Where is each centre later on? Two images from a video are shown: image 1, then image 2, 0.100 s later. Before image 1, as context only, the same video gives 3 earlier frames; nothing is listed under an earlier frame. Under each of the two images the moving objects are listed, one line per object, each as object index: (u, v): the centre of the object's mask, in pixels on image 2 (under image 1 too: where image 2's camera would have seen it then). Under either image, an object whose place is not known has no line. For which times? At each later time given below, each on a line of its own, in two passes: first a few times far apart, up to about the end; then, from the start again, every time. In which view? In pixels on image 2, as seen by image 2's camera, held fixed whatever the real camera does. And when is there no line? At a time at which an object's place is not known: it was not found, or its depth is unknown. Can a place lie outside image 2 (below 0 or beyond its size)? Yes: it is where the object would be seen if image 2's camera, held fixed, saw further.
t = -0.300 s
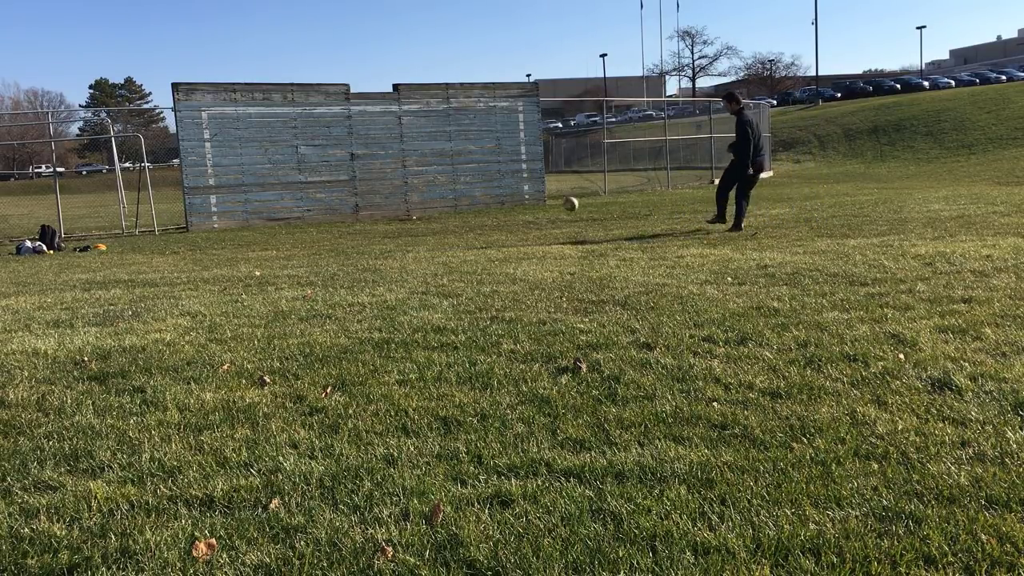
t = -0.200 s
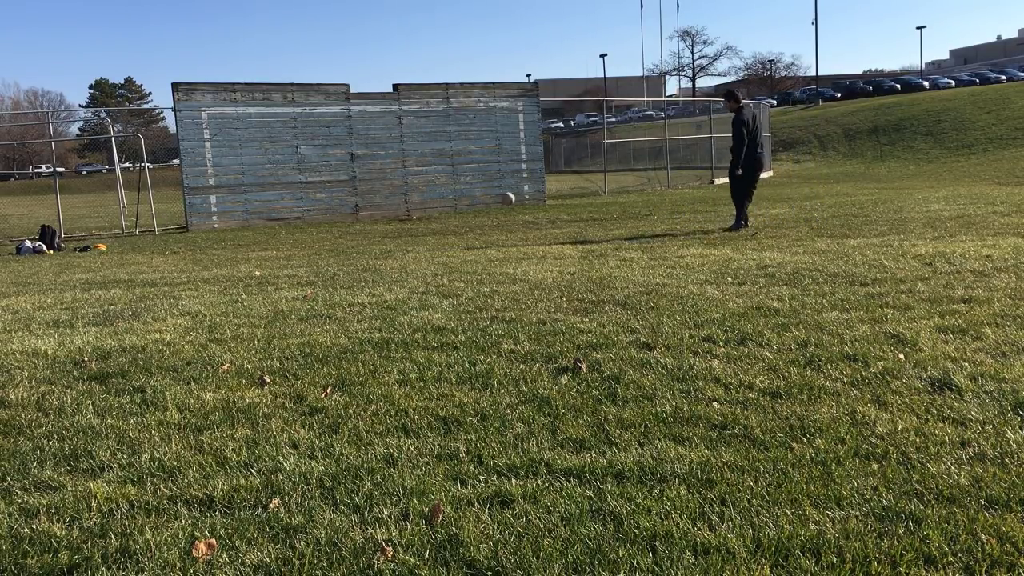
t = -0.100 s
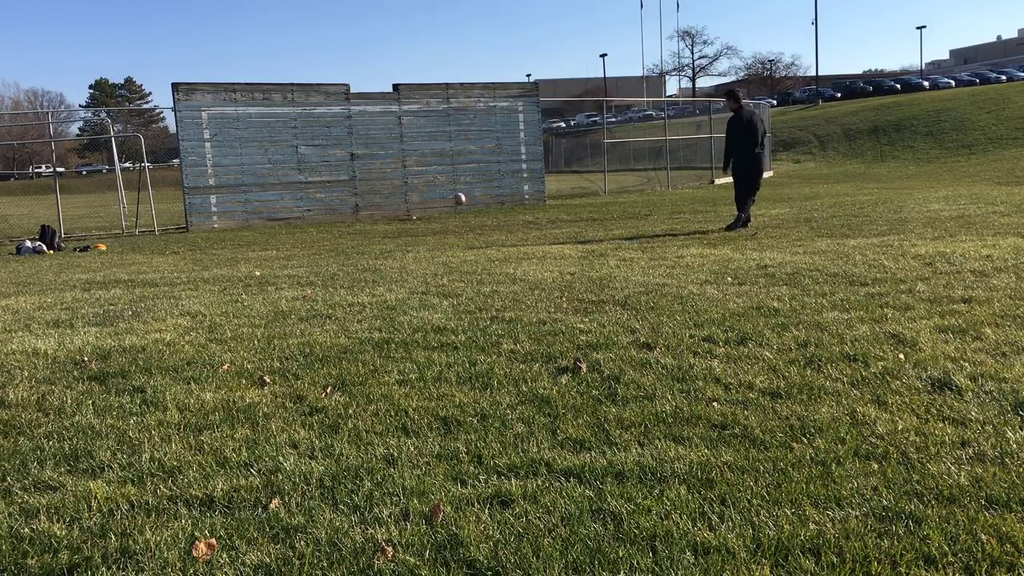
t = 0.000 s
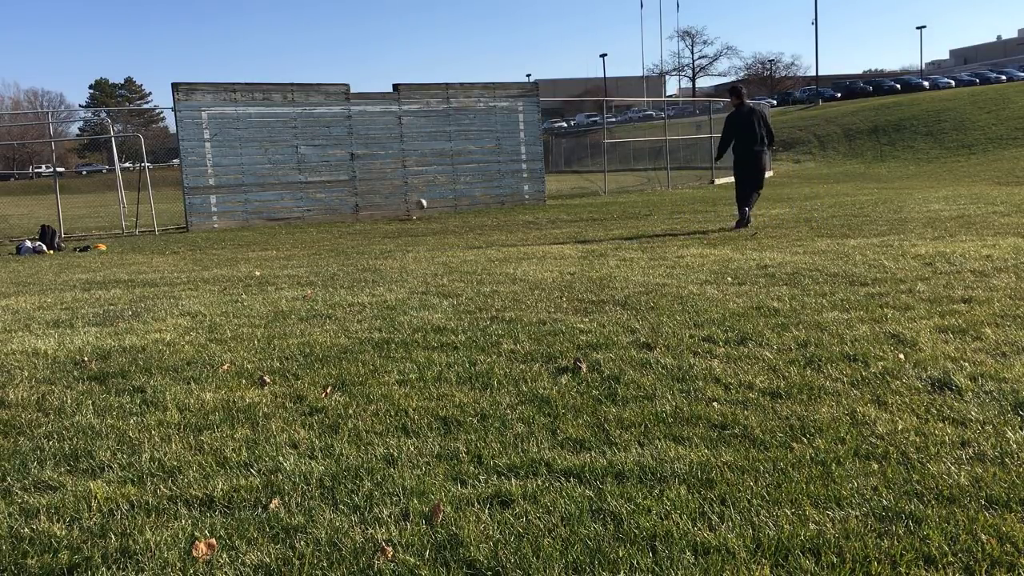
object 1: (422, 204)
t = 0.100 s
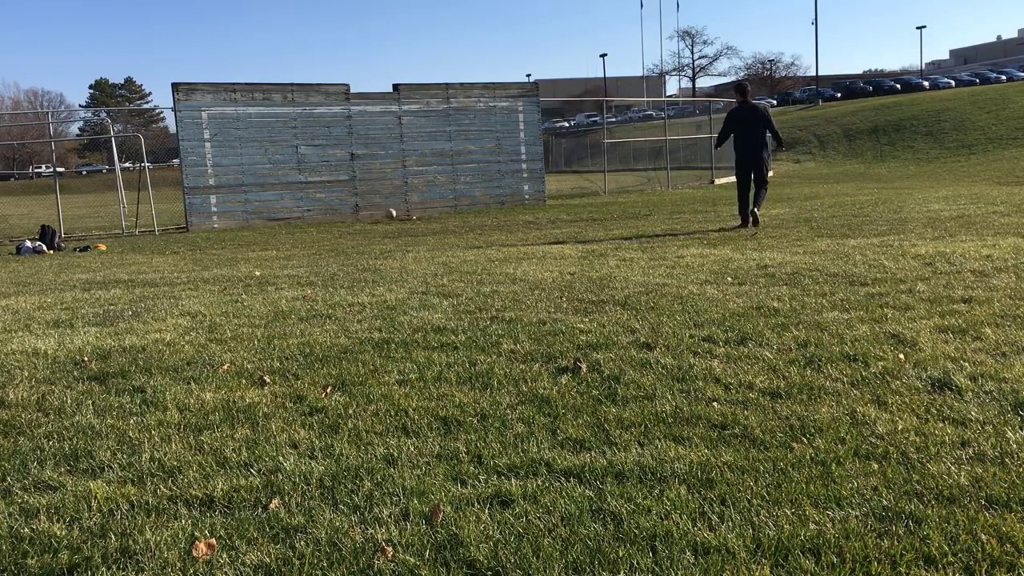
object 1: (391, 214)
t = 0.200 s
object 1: (378, 204)
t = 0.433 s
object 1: (422, 173)
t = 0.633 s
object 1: (466, 162)
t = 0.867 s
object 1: (524, 172)
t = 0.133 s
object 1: (382, 216)
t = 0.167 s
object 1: (377, 210)
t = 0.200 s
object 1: (378, 204)
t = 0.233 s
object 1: (384, 199)
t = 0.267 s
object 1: (390, 193)
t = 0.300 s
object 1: (396, 188)
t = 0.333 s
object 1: (402, 184)
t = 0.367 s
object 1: (409, 180)
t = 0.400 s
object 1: (416, 175)
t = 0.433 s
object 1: (422, 173)
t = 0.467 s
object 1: (429, 169)
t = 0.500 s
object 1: (436, 167)
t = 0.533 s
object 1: (443, 165)
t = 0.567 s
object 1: (451, 163)
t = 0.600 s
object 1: (458, 162)
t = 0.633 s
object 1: (466, 162)
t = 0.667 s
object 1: (473, 162)
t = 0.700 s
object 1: (481, 162)
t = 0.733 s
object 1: (490, 163)
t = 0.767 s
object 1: (498, 164)
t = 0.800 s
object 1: (506, 167)
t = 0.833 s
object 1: (515, 169)
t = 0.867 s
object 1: (524, 172)
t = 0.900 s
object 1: (533, 176)
